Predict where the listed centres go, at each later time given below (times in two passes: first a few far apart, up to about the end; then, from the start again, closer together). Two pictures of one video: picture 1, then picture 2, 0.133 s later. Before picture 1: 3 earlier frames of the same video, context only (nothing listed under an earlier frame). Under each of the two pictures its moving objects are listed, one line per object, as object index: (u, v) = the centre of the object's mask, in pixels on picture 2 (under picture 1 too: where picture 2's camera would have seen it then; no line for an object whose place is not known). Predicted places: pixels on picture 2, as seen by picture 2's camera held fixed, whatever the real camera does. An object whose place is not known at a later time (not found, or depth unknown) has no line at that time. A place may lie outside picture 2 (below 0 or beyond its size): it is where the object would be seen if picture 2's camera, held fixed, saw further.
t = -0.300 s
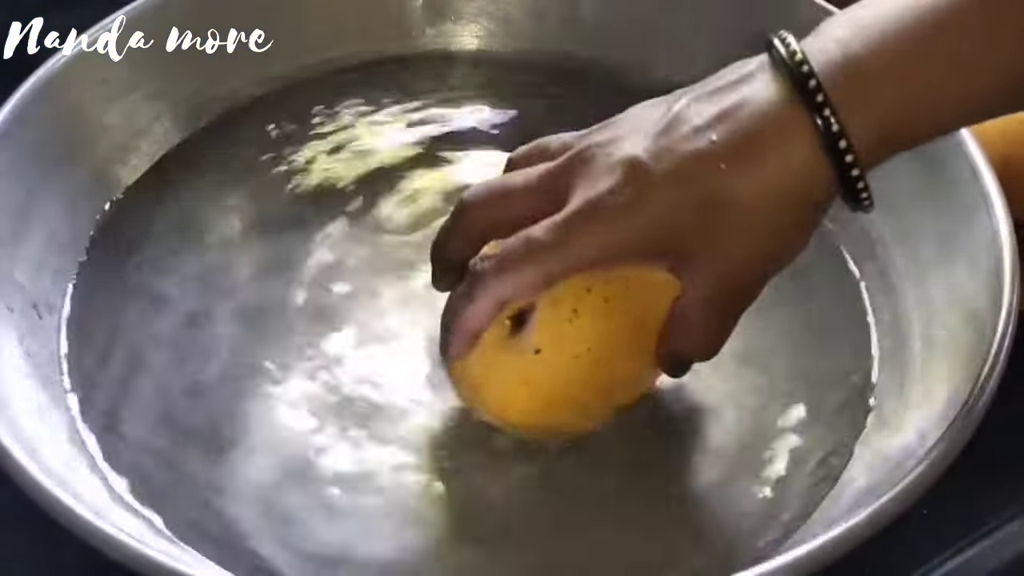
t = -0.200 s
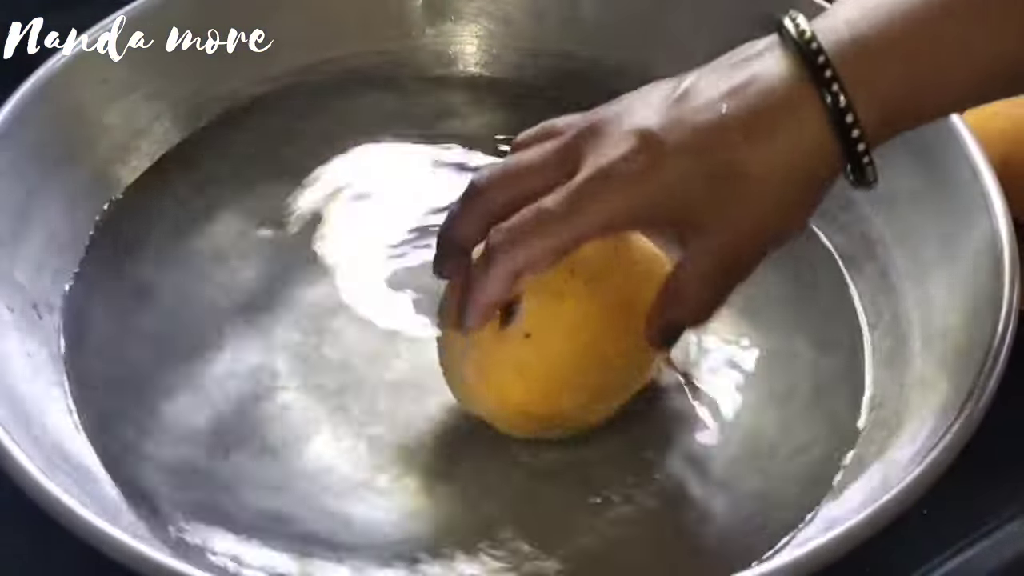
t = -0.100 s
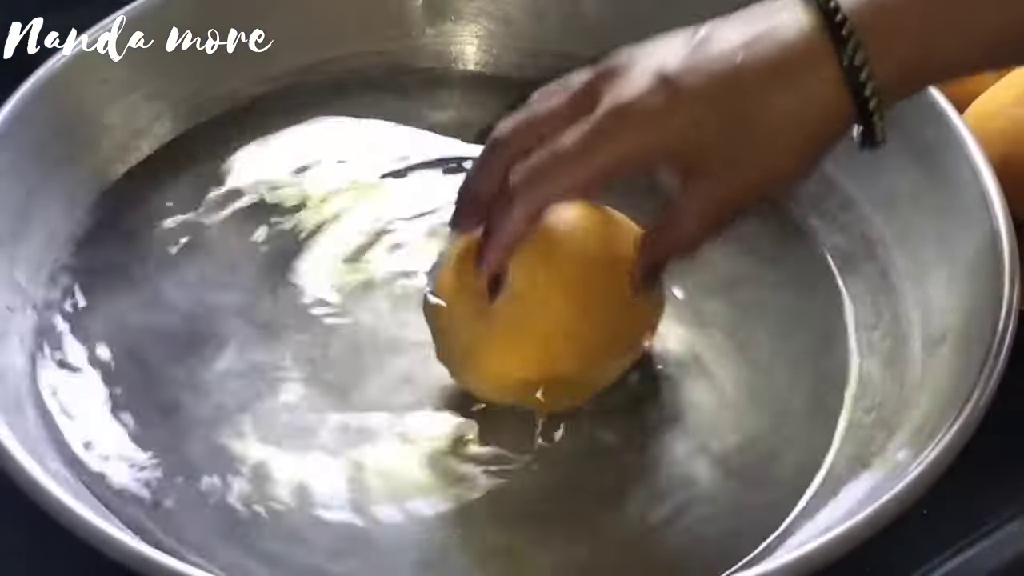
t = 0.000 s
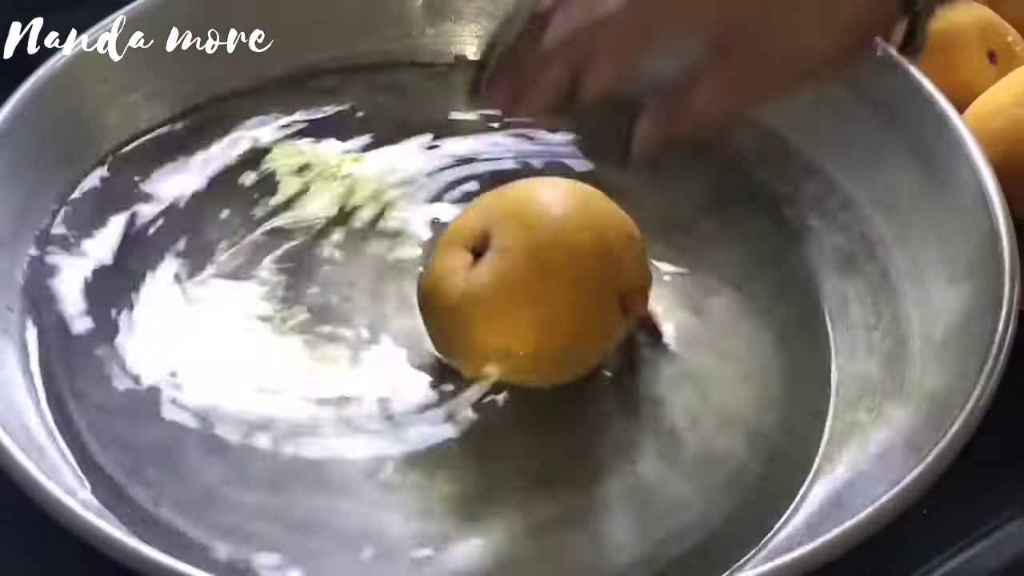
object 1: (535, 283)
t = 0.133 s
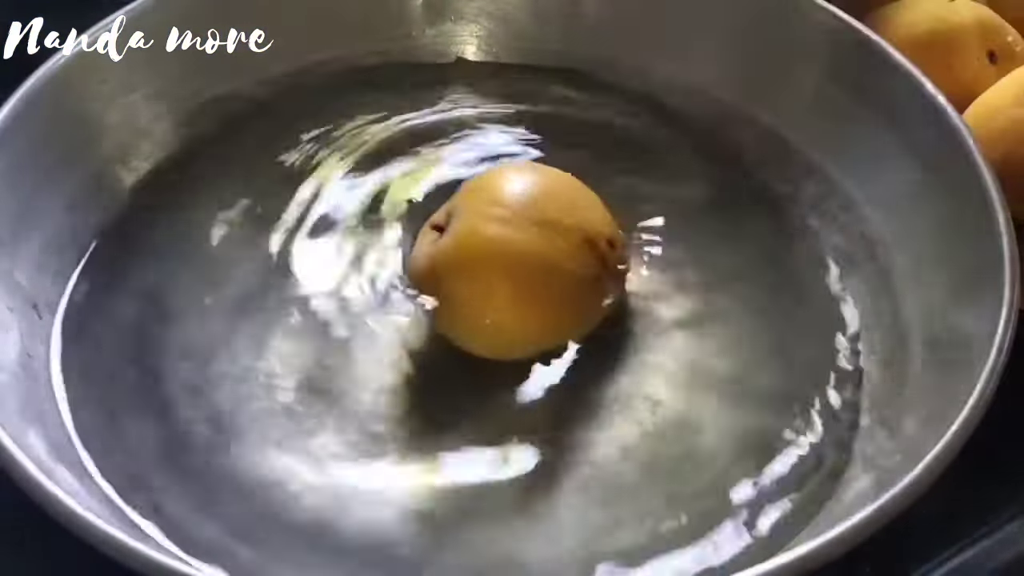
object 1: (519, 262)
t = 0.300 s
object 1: (489, 249)
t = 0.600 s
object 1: (456, 252)
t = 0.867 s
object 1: (472, 250)
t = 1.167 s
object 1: (506, 227)
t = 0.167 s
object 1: (514, 259)
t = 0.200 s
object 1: (506, 256)
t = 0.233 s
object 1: (496, 252)
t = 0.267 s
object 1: (490, 250)
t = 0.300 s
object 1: (489, 249)
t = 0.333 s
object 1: (487, 248)
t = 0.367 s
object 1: (483, 249)
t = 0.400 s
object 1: (480, 251)
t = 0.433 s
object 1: (474, 253)
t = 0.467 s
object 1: (467, 252)
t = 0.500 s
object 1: (469, 248)
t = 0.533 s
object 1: (465, 250)
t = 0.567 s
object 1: (462, 252)
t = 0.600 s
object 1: (456, 252)
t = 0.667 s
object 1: (458, 249)
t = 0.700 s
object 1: (458, 247)
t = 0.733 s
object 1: (462, 248)
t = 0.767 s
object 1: (464, 257)
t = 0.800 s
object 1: (464, 252)
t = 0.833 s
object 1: (469, 250)
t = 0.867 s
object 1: (472, 250)
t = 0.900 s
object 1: (476, 251)
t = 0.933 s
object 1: (481, 245)
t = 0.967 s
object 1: (487, 242)
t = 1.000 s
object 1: (492, 242)
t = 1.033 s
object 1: (495, 240)
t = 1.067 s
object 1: (498, 237)
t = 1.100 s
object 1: (500, 232)
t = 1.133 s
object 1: (501, 230)
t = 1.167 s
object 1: (506, 227)
